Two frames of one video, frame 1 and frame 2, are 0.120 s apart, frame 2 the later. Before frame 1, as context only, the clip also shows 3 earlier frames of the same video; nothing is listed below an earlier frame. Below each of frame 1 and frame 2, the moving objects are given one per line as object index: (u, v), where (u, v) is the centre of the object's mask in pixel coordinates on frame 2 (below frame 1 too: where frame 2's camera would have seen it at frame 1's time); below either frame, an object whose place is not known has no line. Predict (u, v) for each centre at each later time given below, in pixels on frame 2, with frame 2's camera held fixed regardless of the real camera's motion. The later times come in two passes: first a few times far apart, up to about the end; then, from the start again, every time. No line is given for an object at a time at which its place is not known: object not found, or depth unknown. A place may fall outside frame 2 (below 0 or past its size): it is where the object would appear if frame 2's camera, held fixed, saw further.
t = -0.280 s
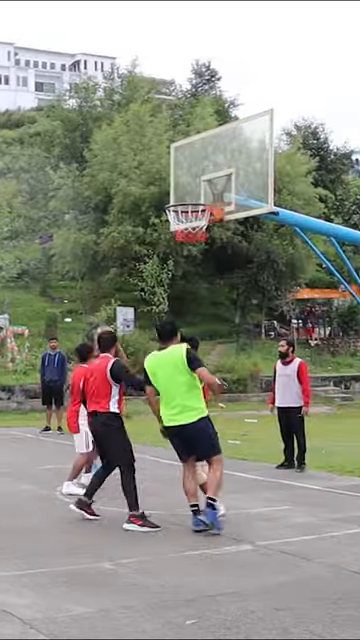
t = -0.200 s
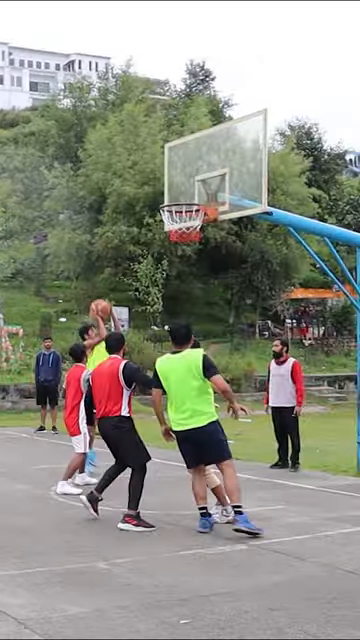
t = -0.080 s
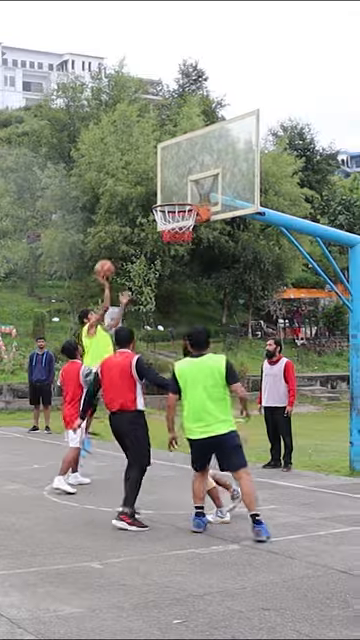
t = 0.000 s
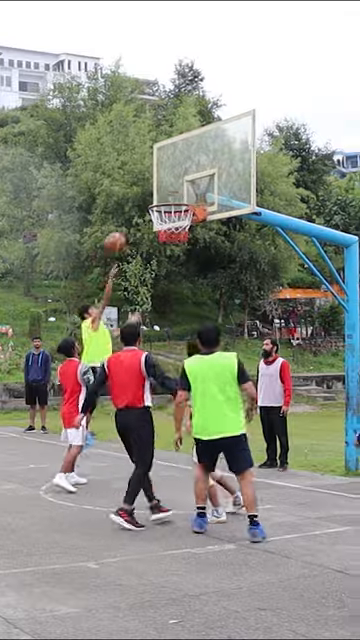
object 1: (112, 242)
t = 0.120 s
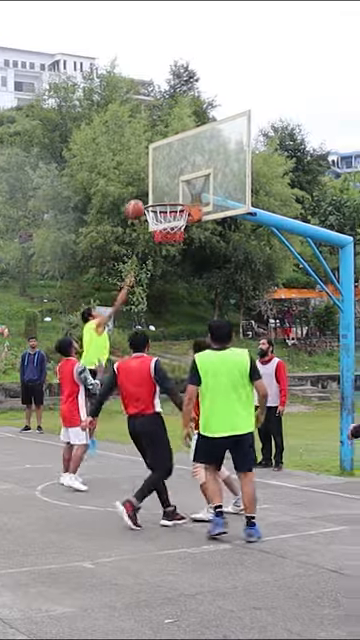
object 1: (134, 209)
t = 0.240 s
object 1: (158, 187)
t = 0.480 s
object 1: (170, 187)
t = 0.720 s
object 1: (172, 236)
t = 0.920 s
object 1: (179, 253)
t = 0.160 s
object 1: (142, 199)
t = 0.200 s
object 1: (150, 194)
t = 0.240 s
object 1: (158, 187)
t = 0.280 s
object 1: (167, 184)
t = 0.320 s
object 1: (167, 182)
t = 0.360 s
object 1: (167, 182)
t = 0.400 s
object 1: (168, 182)
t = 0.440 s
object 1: (168, 185)
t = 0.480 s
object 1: (170, 187)
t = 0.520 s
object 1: (170, 192)
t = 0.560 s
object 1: (171, 197)
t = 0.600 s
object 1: (163, 198)
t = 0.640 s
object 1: (173, 236)
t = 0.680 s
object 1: (172, 237)
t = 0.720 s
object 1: (172, 236)
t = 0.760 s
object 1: (172, 234)
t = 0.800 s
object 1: (171, 235)
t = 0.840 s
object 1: (173, 237)
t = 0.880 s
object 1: (176, 246)
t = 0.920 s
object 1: (179, 253)
